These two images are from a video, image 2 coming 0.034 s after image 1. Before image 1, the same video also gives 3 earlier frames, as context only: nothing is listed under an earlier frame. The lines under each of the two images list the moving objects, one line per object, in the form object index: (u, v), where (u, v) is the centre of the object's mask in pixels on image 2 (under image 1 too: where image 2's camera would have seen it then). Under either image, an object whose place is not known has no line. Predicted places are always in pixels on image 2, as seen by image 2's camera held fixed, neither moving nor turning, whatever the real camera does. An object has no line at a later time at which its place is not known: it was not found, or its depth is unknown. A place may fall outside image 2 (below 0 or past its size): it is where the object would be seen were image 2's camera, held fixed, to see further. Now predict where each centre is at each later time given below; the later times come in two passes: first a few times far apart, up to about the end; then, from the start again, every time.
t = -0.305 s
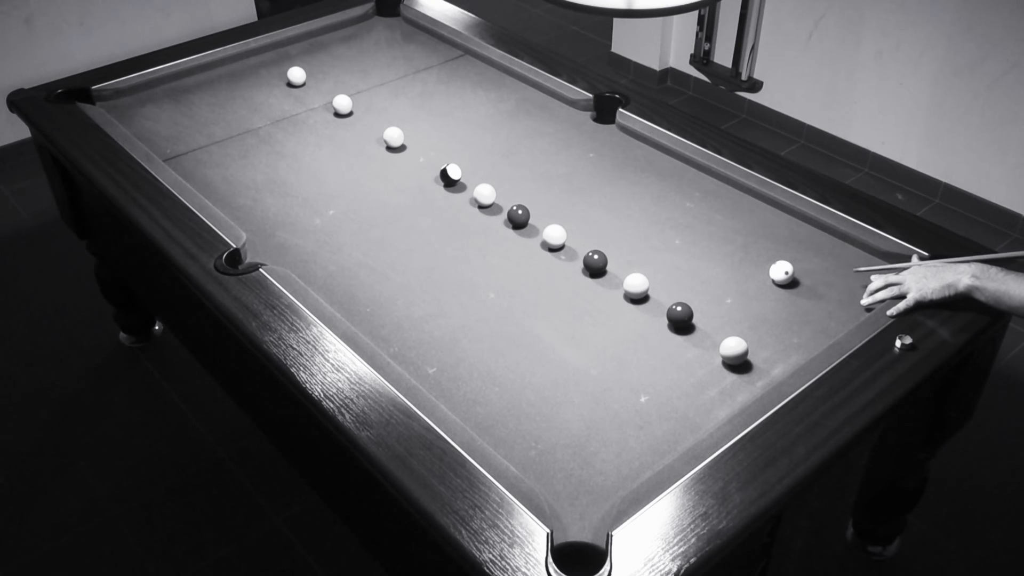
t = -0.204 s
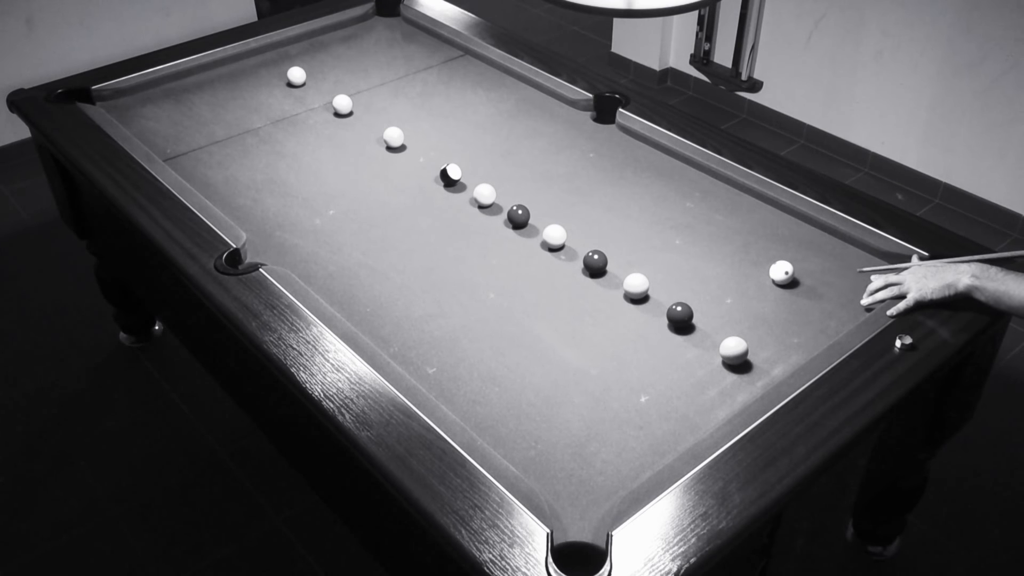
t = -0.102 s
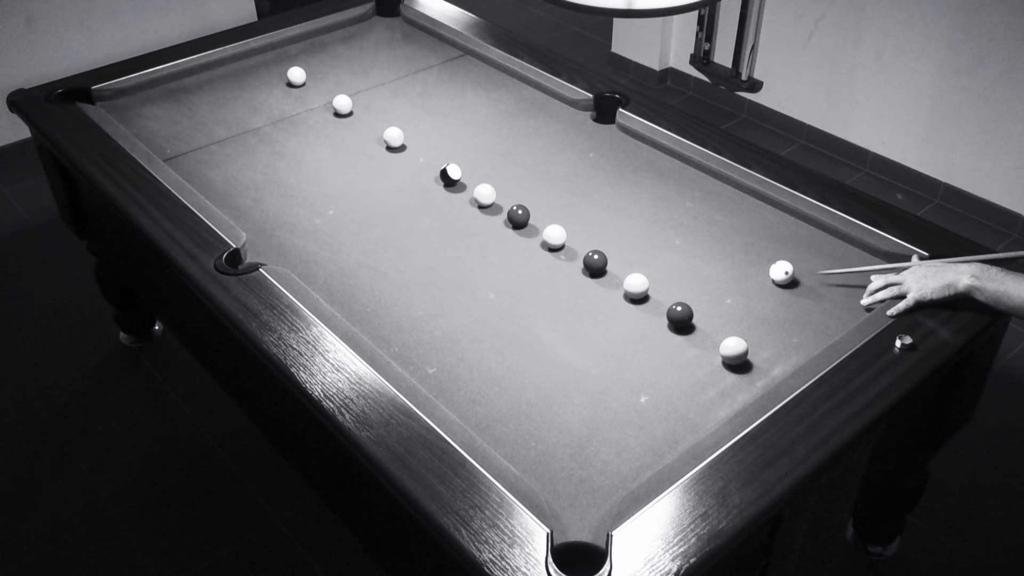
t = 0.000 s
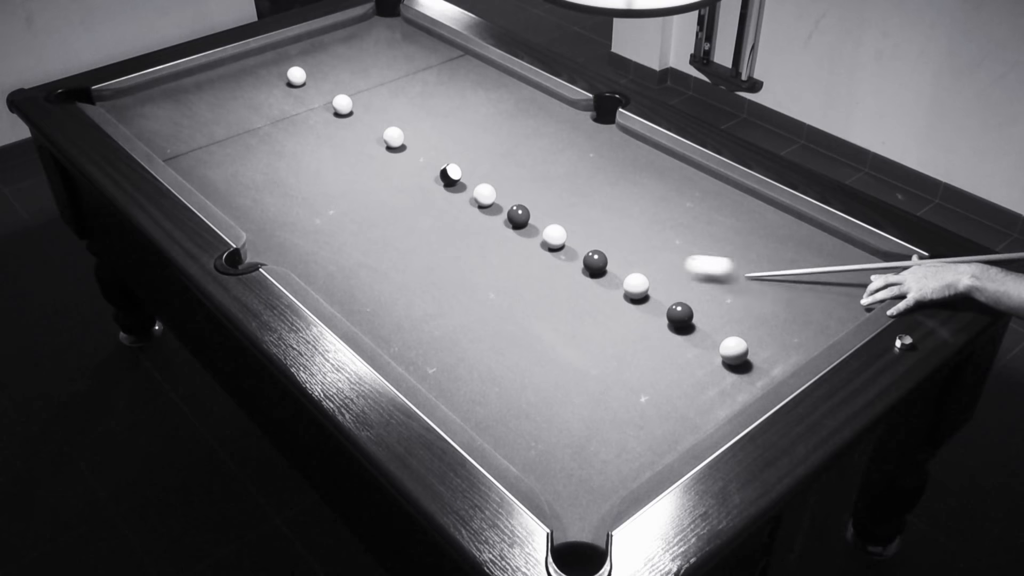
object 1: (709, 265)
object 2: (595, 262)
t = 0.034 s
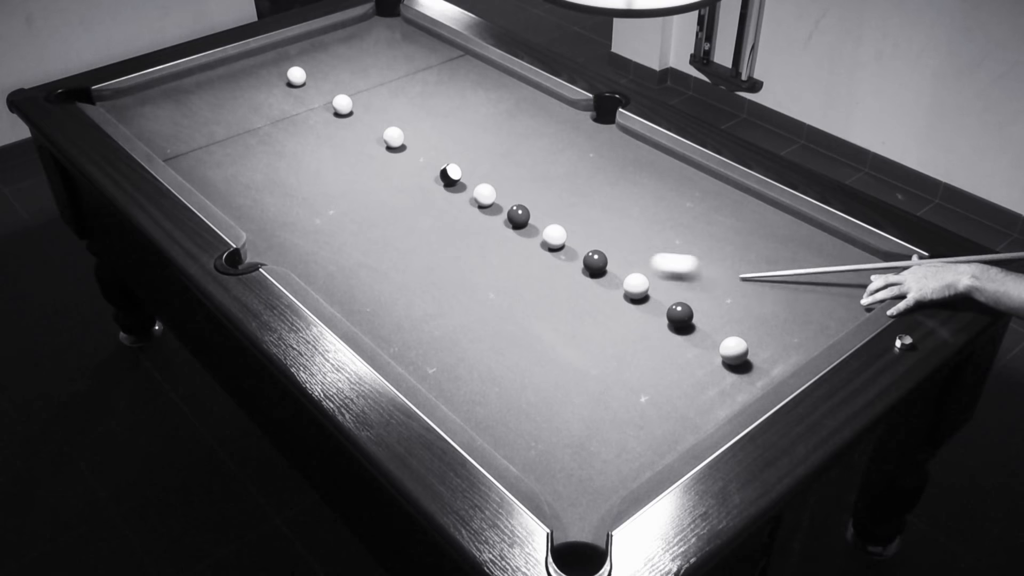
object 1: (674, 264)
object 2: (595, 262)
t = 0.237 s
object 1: (624, 256)
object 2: (491, 262)
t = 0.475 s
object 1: (630, 249)
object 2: (357, 261)
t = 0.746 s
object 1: (635, 243)
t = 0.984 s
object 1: (639, 239)
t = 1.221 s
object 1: (640, 236)
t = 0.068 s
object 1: (642, 261)
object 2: (595, 262)
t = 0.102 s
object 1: (620, 261)
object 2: (588, 262)
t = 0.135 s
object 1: (621, 260)
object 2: (561, 262)
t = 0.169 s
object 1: (622, 258)
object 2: (536, 262)
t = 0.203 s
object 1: (623, 257)
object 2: (513, 262)
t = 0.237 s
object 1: (624, 256)
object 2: (491, 262)
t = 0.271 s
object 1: (625, 255)
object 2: (470, 262)
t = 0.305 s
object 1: (626, 254)
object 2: (451, 262)
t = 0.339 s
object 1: (627, 253)
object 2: (432, 262)
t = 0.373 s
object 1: (628, 252)
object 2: (414, 262)
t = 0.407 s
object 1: (629, 251)
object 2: (395, 261)
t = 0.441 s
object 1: (630, 250)
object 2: (376, 262)
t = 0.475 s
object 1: (630, 249)
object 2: (357, 261)
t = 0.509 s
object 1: (631, 248)
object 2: (339, 261)
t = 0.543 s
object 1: (632, 247)
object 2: (320, 261)
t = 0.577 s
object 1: (633, 247)
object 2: (302, 261)
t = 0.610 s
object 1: (633, 246)
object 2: (284, 258)
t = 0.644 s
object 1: (634, 245)
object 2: (266, 257)
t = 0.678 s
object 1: (634, 244)
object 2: (250, 259)
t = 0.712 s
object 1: (635, 243)
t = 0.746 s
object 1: (635, 243)
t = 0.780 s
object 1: (636, 242)
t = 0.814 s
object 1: (636, 241)
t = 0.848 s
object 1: (637, 241)
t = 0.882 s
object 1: (637, 240)
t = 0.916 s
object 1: (638, 240)
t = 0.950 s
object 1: (638, 239)
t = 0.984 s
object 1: (639, 239)
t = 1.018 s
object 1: (639, 238)
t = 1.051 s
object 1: (639, 238)
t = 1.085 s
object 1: (640, 237)
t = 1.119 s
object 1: (640, 237)
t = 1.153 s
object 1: (640, 236)
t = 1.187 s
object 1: (640, 236)
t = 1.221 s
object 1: (640, 236)
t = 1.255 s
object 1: (641, 235)
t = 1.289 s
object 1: (641, 235)
